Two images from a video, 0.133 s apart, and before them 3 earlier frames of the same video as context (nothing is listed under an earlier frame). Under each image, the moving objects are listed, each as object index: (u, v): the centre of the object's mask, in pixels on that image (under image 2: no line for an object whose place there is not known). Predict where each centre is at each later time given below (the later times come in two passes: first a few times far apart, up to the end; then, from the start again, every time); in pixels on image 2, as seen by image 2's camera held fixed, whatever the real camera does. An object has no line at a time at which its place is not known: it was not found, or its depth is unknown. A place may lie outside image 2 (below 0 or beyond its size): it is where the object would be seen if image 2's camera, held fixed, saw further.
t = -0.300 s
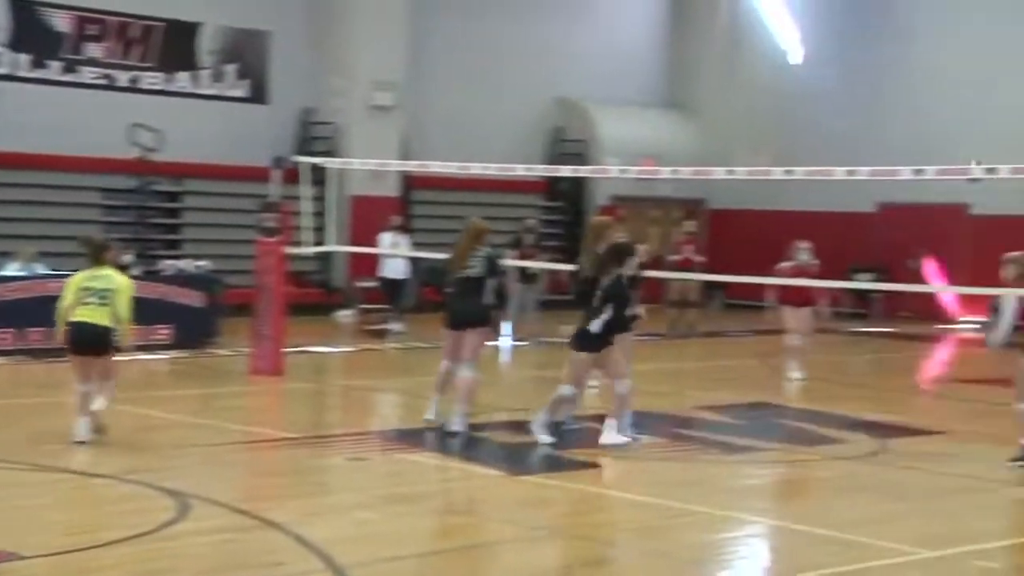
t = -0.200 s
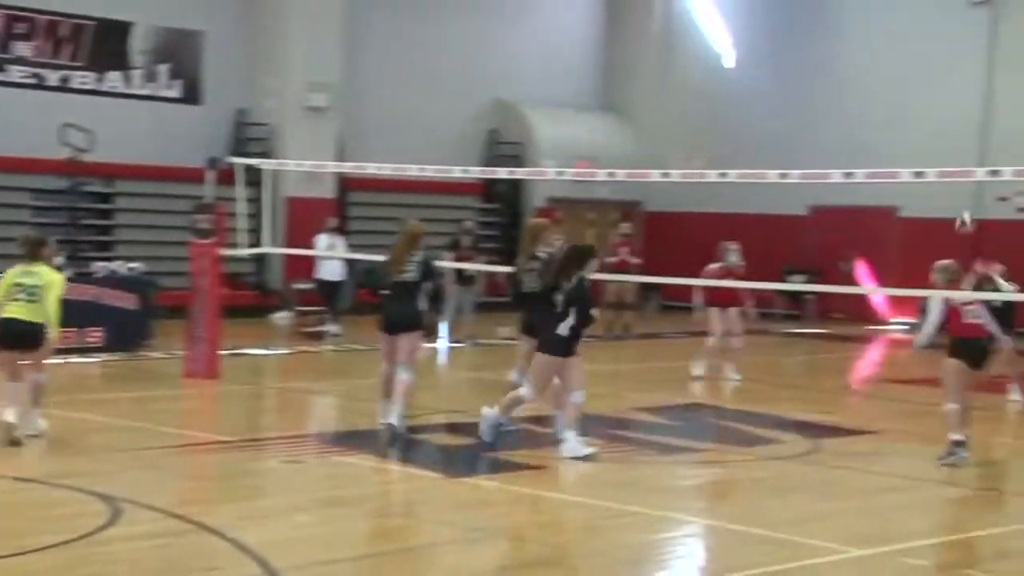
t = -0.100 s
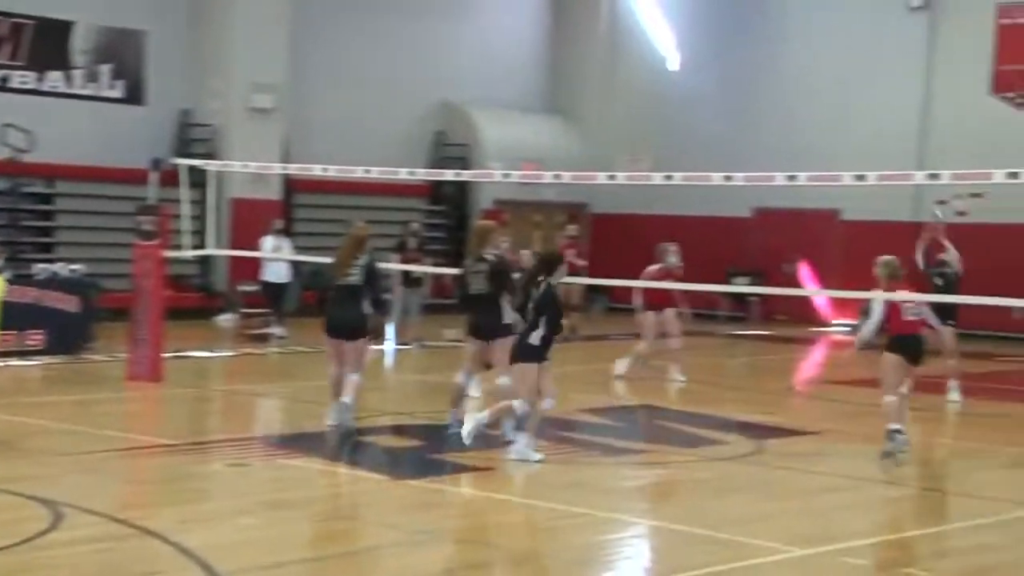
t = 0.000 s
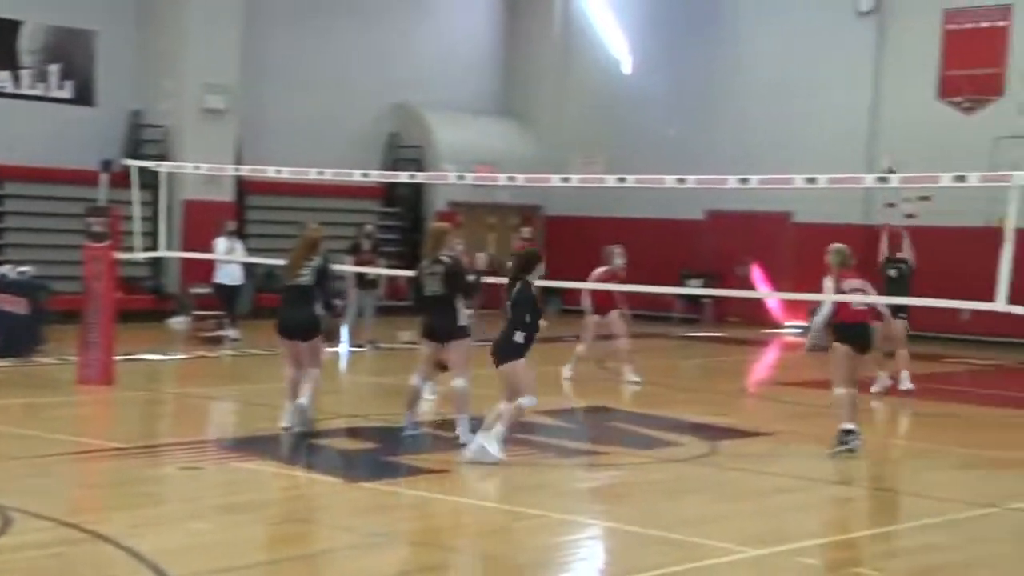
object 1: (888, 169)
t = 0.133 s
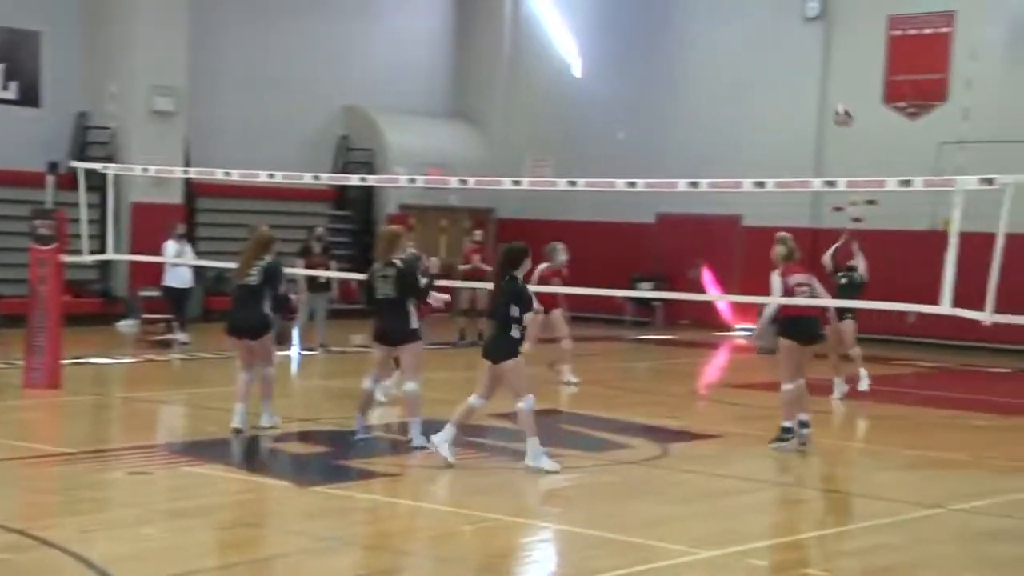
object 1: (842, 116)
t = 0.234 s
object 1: (846, 84)
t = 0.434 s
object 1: (849, 47)
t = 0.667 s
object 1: (852, 49)
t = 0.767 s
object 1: (852, 65)
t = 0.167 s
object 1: (843, 104)
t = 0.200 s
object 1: (845, 93)
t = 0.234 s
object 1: (846, 84)
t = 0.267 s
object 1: (846, 76)
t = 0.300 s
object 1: (846, 68)
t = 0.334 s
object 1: (848, 61)
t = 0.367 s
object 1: (848, 56)
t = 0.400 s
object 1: (848, 51)
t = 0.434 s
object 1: (849, 47)
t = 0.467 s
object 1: (850, 44)
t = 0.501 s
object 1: (850, 42)
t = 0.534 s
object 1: (851, 42)
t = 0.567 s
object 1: (851, 42)
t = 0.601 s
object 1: (852, 43)
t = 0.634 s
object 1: (852, 46)
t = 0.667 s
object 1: (852, 49)
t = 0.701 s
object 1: (852, 53)
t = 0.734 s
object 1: (852, 59)
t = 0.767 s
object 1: (852, 65)
